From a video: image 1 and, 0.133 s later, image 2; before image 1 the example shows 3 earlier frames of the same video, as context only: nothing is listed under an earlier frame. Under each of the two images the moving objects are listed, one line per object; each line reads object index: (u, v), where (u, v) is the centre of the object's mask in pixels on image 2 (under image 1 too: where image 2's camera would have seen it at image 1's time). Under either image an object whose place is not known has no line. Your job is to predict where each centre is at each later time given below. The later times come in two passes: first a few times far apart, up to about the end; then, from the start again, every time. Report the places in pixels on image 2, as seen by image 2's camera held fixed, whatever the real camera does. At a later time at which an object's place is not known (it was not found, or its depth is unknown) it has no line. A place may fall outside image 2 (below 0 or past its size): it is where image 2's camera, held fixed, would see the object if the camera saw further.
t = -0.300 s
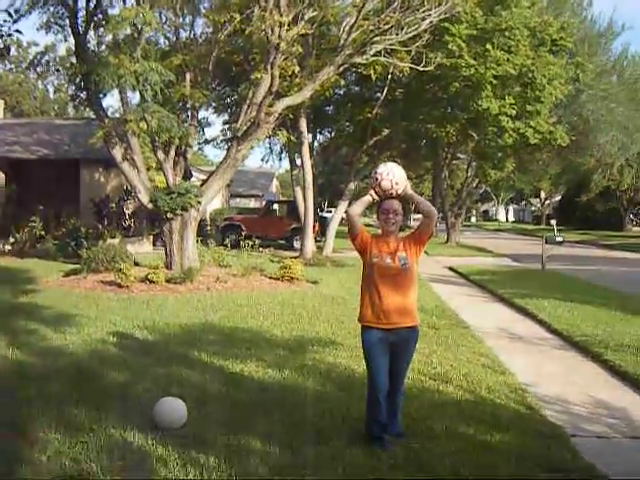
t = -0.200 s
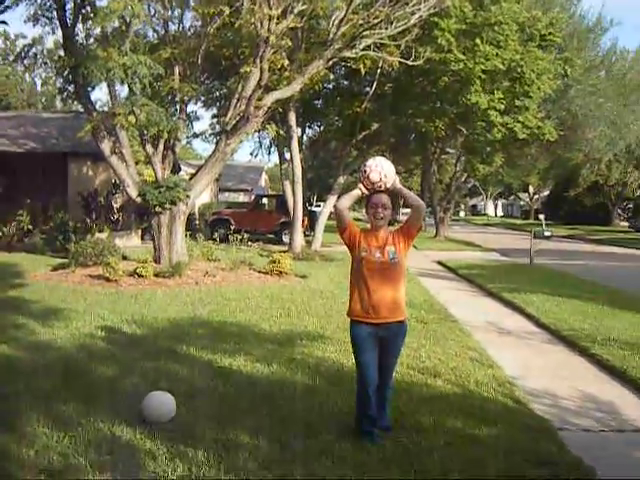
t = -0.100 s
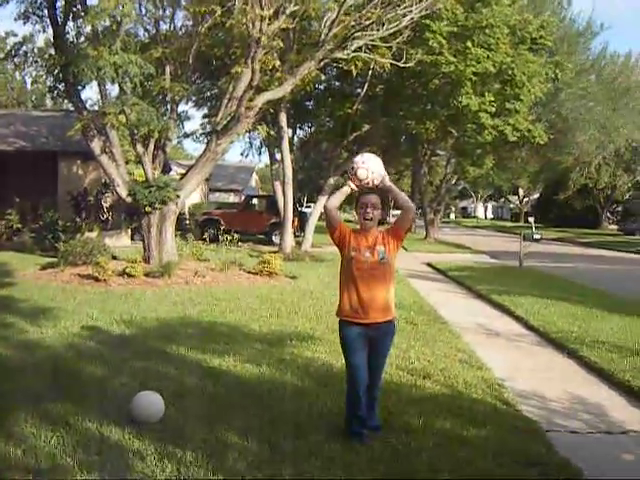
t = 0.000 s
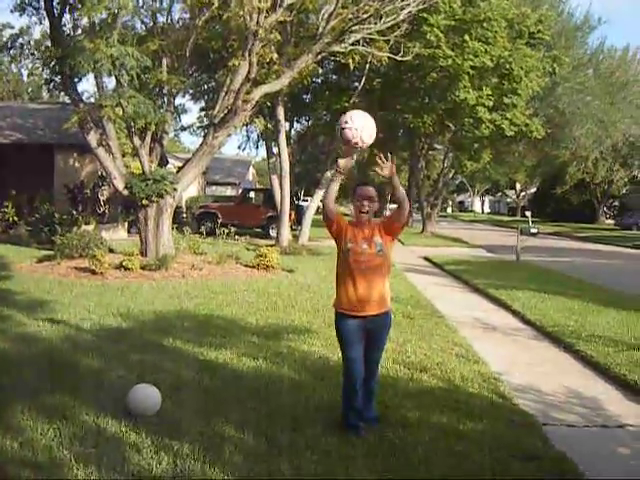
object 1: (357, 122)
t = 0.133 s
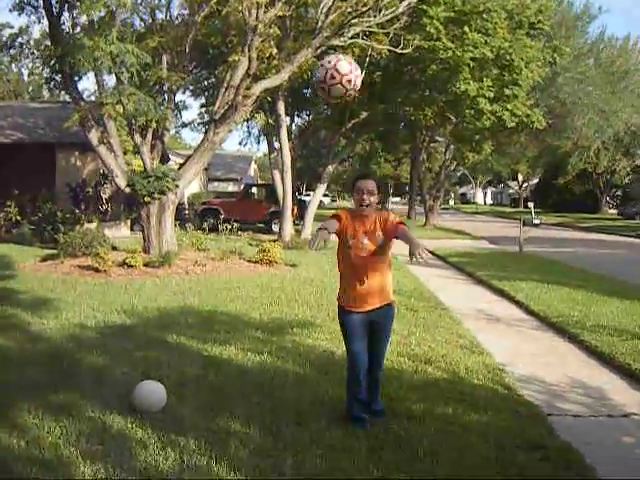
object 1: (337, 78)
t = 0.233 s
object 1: (319, 58)
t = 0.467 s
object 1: (210, 157)
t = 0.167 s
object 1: (331, 70)
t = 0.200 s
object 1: (325, 63)
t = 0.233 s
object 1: (319, 58)
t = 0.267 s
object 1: (307, 59)
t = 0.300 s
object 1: (295, 62)
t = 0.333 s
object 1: (283, 69)
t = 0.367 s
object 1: (269, 80)
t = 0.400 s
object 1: (252, 97)
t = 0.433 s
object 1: (233, 122)
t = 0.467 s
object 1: (210, 157)
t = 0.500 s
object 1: (182, 205)
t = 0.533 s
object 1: (148, 269)
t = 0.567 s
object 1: (109, 357)
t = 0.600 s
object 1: (56, 476)
